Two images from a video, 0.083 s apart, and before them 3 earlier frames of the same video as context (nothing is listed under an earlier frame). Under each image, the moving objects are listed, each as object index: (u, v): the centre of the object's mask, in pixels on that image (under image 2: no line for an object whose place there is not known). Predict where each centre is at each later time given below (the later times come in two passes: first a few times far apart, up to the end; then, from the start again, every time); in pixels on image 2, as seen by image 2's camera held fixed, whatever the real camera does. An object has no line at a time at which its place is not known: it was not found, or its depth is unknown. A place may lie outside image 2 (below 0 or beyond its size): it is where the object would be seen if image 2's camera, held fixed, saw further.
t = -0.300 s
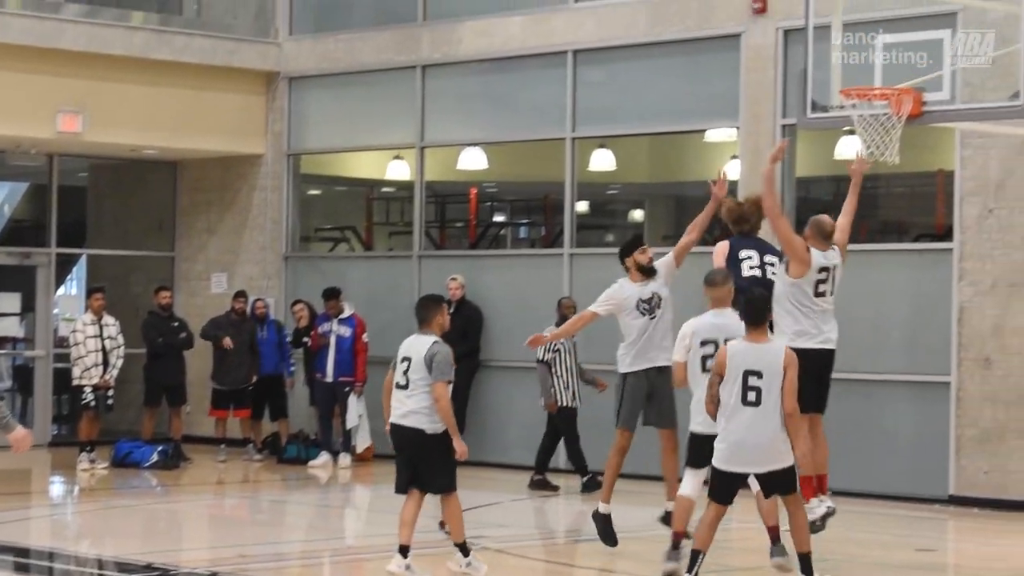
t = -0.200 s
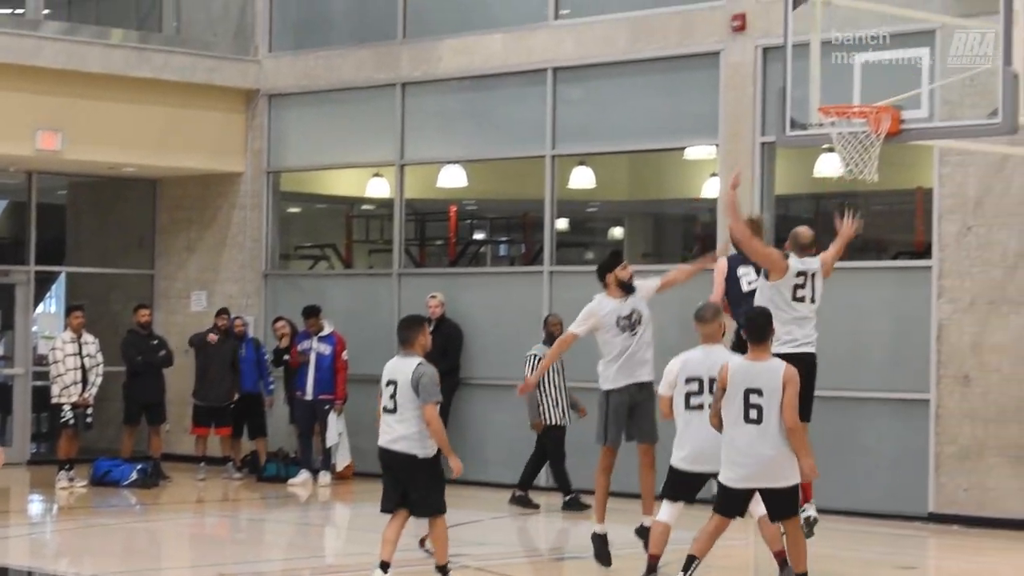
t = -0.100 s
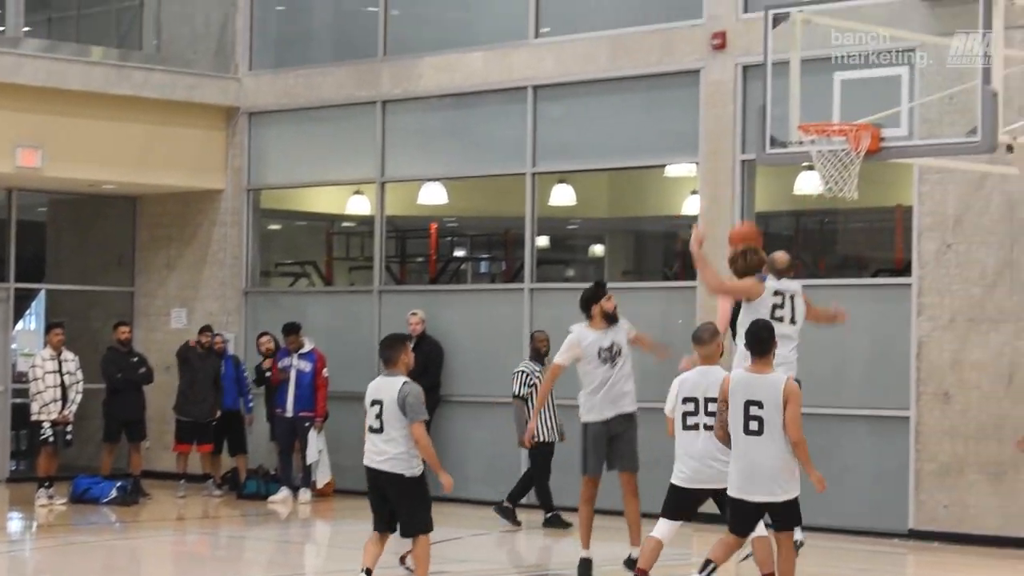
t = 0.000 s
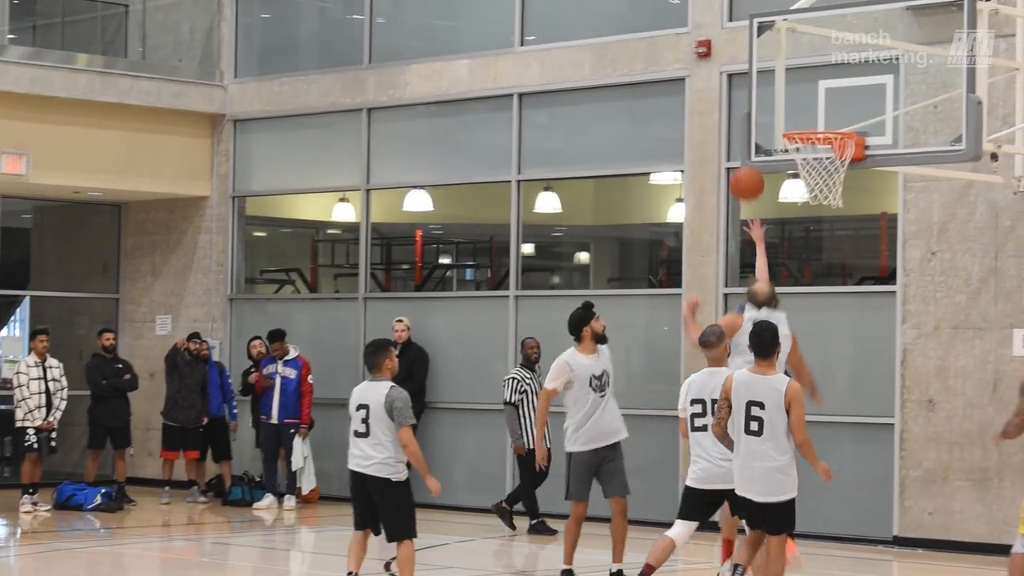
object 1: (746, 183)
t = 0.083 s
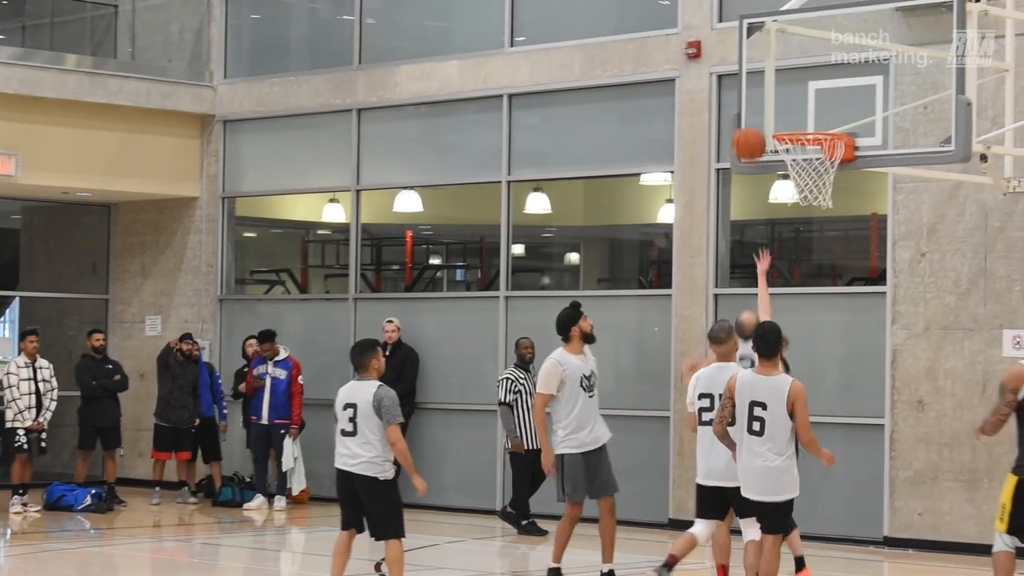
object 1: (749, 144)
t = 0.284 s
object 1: (776, 85)
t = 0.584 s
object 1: (812, 93)
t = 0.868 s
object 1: (822, 90)
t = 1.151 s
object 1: (825, 124)
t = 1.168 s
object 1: (823, 125)
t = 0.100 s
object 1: (751, 137)
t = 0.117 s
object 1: (753, 130)
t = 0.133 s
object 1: (755, 124)
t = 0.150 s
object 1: (758, 118)
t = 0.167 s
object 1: (760, 112)
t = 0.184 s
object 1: (762, 107)
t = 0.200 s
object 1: (765, 103)
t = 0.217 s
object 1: (767, 98)
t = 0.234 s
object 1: (769, 95)
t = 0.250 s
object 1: (772, 91)
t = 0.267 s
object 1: (774, 88)
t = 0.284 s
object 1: (776, 85)
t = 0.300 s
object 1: (778, 82)
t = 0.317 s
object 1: (780, 80)
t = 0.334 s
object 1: (782, 79)
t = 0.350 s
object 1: (785, 77)
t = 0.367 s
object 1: (787, 76)
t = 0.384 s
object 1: (789, 76)
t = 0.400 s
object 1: (792, 76)
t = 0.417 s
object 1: (794, 77)
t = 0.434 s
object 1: (796, 77)
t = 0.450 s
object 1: (799, 78)
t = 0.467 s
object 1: (801, 80)
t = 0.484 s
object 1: (803, 81)
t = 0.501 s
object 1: (805, 83)
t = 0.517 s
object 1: (806, 84)
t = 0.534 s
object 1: (808, 86)
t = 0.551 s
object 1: (809, 88)
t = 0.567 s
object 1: (810, 90)
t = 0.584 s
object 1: (812, 93)
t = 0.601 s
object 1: (813, 96)
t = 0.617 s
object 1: (814, 100)
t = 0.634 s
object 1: (815, 104)
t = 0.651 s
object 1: (817, 109)
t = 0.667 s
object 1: (818, 114)
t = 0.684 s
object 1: (819, 117)
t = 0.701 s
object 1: (820, 117)
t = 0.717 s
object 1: (820, 114)
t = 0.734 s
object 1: (820, 110)
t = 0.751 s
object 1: (820, 106)
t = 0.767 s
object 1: (821, 103)
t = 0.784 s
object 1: (821, 99)
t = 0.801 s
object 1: (821, 96)
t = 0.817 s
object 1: (821, 94)
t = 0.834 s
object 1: (821, 93)
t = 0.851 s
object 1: (822, 91)
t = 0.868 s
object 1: (822, 90)
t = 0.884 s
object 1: (822, 90)
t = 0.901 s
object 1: (822, 90)
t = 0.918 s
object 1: (823, 89)
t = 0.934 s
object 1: (823, 90)
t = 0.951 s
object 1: (823, 91)
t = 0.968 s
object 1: (823, 92)
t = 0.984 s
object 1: (823, 94)
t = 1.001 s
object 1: (823, 96)
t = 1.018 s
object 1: (823, 99)
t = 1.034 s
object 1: (824, 101)
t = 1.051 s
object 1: (824, 104)
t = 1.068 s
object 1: (825, 108)
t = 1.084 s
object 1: (825, 111)
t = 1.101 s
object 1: (825, 116)
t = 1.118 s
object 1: (825, 119)
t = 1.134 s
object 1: (825, 122)
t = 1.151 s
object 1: (825, 124)
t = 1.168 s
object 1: (823, 125)
